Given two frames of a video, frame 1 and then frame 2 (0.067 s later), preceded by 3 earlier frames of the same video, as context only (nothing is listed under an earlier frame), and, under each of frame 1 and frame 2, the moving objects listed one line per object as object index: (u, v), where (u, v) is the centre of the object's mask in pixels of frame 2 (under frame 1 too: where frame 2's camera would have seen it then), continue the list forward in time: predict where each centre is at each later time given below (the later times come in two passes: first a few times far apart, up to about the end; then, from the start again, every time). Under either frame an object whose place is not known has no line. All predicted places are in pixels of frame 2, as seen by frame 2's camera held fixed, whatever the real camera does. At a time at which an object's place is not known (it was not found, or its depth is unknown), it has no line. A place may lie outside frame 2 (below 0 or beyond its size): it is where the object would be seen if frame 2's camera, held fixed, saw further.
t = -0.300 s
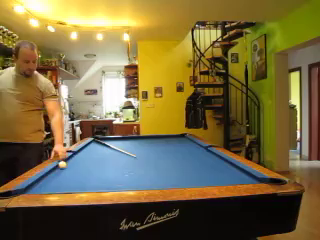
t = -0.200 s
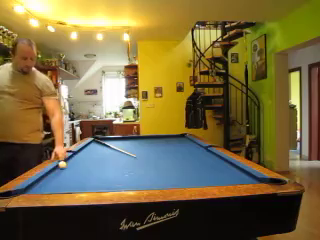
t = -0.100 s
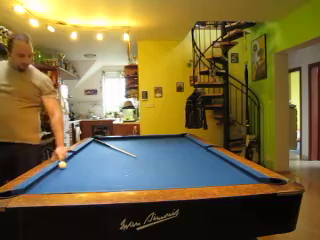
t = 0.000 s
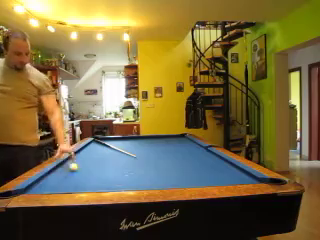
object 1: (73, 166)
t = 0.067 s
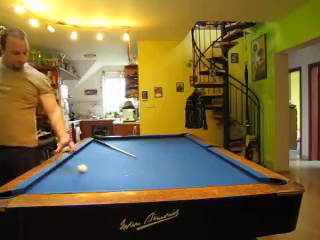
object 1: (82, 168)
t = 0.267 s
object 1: (111, 172)
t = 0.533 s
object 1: (157, 179)
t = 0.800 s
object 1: (209, 182)
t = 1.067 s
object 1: (234, 177)
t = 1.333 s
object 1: (235, 172)
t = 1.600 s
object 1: (213, 170)
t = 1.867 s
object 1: (193, 168)
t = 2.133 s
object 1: (177, 166)
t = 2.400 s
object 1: (162, 164)
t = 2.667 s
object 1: (149, 162)
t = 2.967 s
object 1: (136, 161)
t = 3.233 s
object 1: (126, 159)
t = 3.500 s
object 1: (118, 158)
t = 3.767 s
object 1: (110, 157)
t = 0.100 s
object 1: (86, 169)
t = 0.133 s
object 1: (90, 170)
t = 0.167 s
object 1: (96, 170)
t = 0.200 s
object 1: (100, 171)
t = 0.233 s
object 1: (106, 172)
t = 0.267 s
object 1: (111, 172)
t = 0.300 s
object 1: (116, 173)
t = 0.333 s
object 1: (122, 174)
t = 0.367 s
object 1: (127, 175)
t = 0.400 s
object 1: (133, 176)
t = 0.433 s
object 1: (139, 177)
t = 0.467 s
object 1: (145, 178)
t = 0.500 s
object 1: (151, 178)
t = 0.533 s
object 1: (157, 179)
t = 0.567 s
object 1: (165, 180)
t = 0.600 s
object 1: (171, 181)
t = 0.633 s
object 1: (178, 181)
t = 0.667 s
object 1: (185, 182)
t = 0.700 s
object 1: (193, 183)
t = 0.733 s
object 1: (200, 183)
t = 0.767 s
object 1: (205, 183)
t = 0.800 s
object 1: (209, 182)
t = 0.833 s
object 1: (213, 181)
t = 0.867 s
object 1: (216, 180)
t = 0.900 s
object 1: (219, 180)
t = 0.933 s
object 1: (223, 179)
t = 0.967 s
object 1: (226, 178)
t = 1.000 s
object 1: (229, 178)
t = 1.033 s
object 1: (232, 177)
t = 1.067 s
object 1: (234, 177)
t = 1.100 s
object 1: (238, 176)
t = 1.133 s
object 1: (241, 175)
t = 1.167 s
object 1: (243, 174)
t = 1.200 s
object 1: (246, 174)
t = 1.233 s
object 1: (244, 173)
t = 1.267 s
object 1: (241, 173)
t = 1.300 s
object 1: (238, 173)
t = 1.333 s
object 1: (235, 172)
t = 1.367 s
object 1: (232, 172)
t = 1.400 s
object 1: (229, 172)
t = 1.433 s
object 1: (226, 171)
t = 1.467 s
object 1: (224, 171)
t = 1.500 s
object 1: (221, 171)
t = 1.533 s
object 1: (218, 171)
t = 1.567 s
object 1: (216, 170)
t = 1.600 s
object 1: (213, 170)
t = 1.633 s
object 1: (210, 170)
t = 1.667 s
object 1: (208, 169)
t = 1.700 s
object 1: (206, 169)
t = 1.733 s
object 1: (203, 169)
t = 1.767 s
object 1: (200, 169)
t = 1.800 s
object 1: (198, 168)
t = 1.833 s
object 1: (196, 168)
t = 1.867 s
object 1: (193, 168)
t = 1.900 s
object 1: (191, 167)
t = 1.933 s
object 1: (190, 167)
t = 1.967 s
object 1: (187, 167)
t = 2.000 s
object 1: (185, 166)
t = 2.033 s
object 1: (183, 166)
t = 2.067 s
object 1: (181, 166)
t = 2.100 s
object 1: (179, 166)
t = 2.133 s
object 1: (177, 166)
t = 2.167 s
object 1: (175, 165)
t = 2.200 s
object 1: (172, 165)
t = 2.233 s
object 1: (171, 165)
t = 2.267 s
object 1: (169, 165)
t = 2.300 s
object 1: (167, 164)
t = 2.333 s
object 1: (165, 164)
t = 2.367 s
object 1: (164, 164)
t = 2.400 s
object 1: (162, 164)
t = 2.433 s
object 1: (160, 164)
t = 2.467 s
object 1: (158, 164)
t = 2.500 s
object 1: (156, 164)
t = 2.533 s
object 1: (155, 163)
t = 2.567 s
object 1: (154, 163)
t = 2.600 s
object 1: (152, 163)
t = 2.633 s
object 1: (150, 163)
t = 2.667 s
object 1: (149, 162)
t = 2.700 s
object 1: (147, 162)
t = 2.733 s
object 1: (146, 162)
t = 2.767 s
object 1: (144, 162)
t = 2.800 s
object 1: (143, 162)
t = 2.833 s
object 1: (142, 162)
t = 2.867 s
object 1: (140, 161)
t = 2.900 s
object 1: (139, 161)
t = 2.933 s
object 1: (138, 161)
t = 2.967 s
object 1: (136, 161)
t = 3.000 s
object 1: (134, 161)
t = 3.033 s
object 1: (133, 160)
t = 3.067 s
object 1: (132, 160)
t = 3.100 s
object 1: (131, 160)
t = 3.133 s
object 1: (131, 160)
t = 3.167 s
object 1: (129, 160)
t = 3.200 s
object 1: (128, 160)
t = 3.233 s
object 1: (126, 159)
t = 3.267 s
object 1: (124, 159)
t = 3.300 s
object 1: (123, 159)
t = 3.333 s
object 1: (123, 159)
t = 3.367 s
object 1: (121, 159)
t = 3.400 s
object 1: (120, 159)
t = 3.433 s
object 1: (119, 158)
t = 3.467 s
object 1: (118, 158)
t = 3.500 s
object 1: (118, 158)
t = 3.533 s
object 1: (116, 158)
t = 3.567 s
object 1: (115, 158)
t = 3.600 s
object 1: (114, 158)
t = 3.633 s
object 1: (113, 158)
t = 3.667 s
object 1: (112, 158)
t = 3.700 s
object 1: (111, 157)
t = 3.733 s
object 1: (111, 157)
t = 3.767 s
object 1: (110, 157)
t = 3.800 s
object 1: (108, 157)
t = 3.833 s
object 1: (107, 157)
